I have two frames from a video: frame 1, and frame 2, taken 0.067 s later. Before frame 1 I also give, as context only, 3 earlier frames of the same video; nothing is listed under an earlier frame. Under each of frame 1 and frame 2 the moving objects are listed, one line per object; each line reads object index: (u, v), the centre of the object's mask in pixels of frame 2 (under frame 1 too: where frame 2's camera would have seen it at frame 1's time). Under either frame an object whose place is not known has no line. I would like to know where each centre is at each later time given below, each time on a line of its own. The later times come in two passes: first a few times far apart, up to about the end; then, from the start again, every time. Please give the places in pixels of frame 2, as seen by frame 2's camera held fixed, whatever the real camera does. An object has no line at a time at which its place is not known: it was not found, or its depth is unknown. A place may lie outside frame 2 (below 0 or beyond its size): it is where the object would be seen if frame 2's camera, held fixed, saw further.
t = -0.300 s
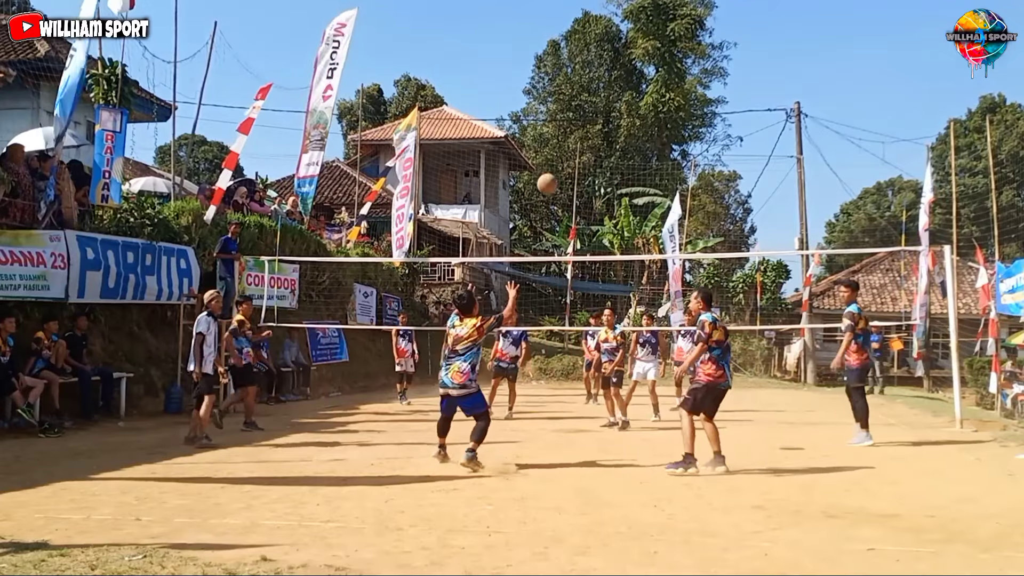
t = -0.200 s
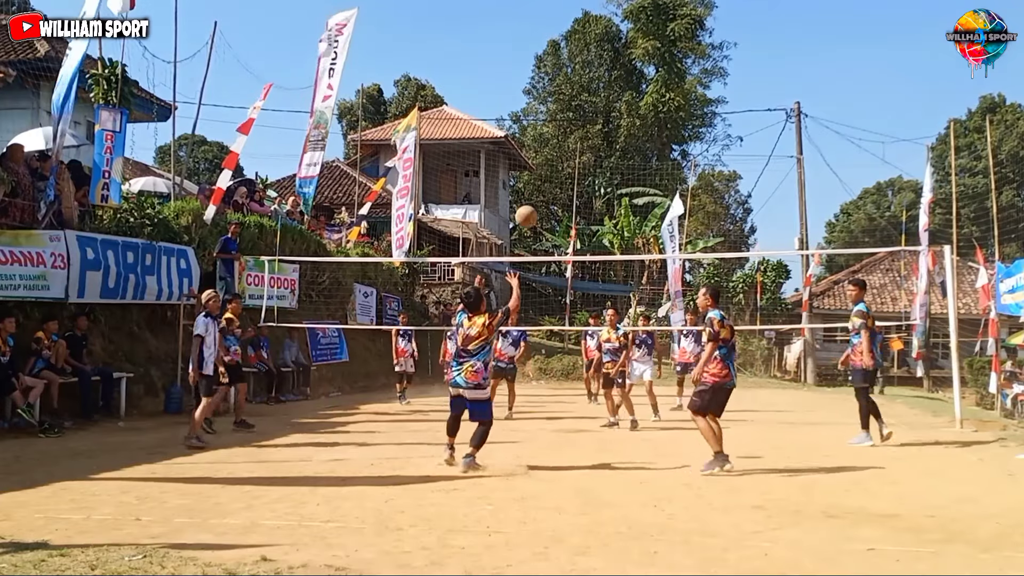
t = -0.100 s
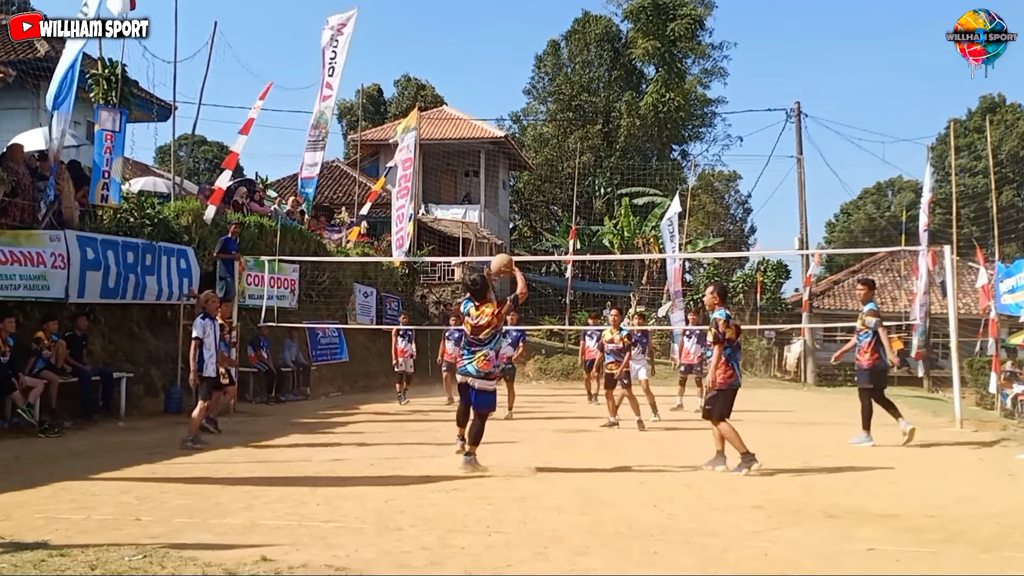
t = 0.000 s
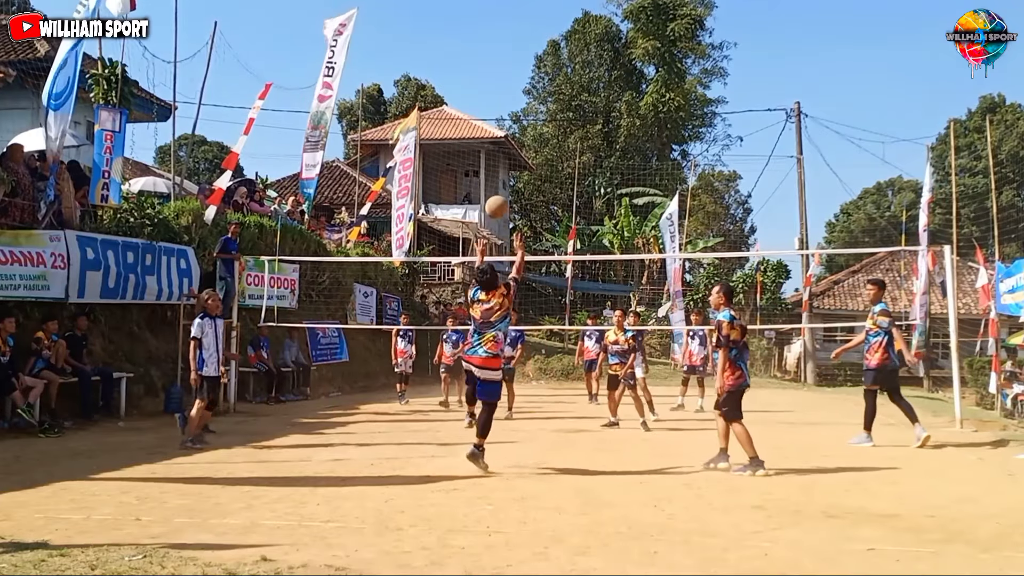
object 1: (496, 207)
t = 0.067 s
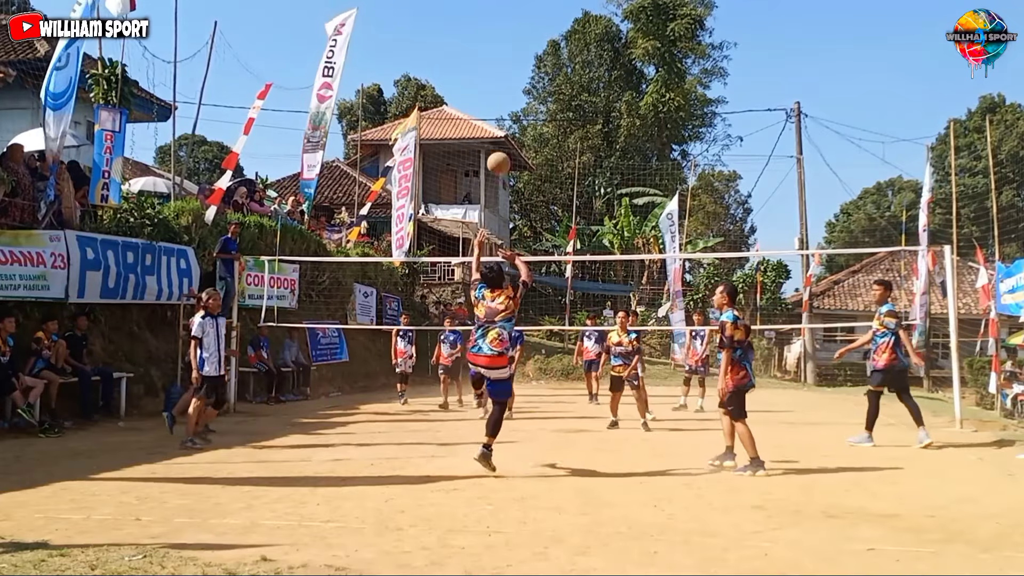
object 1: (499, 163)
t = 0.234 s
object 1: (502, 81)
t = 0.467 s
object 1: (507, 22)
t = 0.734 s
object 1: (511, 23)
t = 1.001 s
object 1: (514, 90)
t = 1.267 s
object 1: (517, 209)
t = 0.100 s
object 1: (499, 143)
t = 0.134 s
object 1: (500, 126)
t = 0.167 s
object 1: (501, 109)
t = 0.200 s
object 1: (502, 94)
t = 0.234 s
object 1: (502, 81)
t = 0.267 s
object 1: (503, 69)
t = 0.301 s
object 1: (504, 58)
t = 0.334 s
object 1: (504, 48)
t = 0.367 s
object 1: (505, 39)
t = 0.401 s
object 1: (505, 32)
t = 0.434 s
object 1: (506, 26)
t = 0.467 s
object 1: (507, 22)
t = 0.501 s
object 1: (507, 18)
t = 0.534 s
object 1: (508, 16)
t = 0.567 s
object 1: (508, 14)
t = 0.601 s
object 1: (509, 14)
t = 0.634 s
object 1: (509, 15)
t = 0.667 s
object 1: (510, 17)
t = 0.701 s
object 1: (510, 20)
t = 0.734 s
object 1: (511, 23)
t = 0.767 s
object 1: (511, 29)
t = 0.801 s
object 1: (511, 35)
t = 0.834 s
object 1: (512, 41)
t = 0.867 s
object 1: (512, 49)
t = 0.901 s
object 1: (512, 58)
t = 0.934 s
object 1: (513, 68)
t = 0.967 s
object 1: (513, 78)
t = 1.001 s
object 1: (514, 90)
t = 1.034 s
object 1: (514, 102)
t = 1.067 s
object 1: (514, 114)
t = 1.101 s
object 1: (515, 129)
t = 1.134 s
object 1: (515, 143)
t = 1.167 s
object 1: (515, 160)
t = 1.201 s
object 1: (516, 175)
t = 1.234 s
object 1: (516, 192)
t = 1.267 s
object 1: (517, 209)
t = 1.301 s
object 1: (517, 228)
